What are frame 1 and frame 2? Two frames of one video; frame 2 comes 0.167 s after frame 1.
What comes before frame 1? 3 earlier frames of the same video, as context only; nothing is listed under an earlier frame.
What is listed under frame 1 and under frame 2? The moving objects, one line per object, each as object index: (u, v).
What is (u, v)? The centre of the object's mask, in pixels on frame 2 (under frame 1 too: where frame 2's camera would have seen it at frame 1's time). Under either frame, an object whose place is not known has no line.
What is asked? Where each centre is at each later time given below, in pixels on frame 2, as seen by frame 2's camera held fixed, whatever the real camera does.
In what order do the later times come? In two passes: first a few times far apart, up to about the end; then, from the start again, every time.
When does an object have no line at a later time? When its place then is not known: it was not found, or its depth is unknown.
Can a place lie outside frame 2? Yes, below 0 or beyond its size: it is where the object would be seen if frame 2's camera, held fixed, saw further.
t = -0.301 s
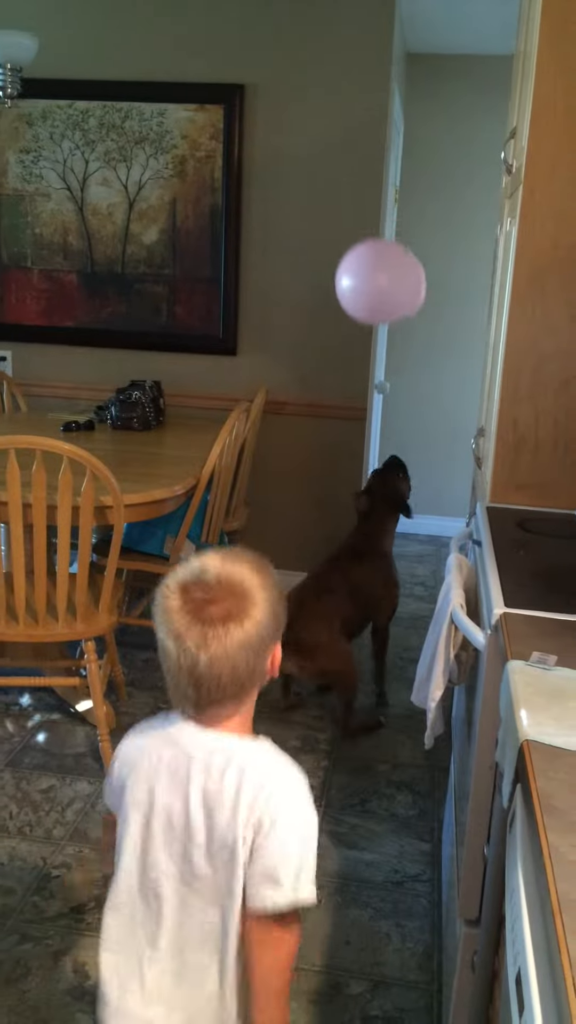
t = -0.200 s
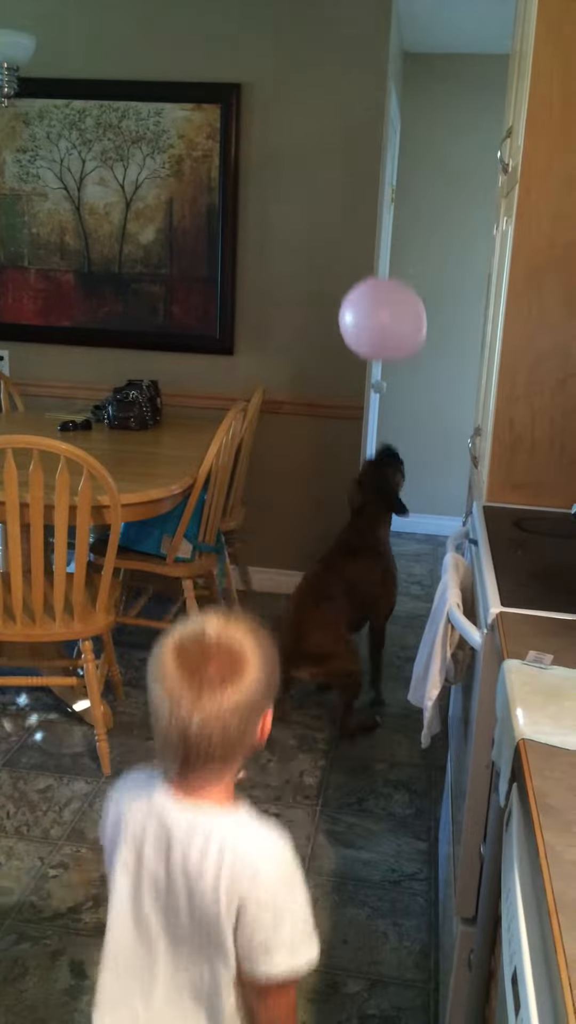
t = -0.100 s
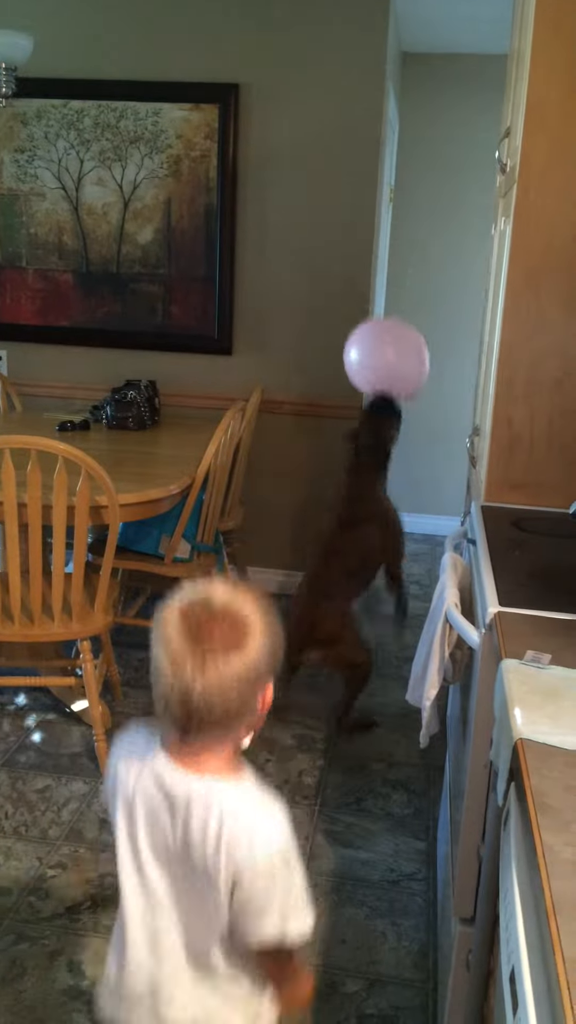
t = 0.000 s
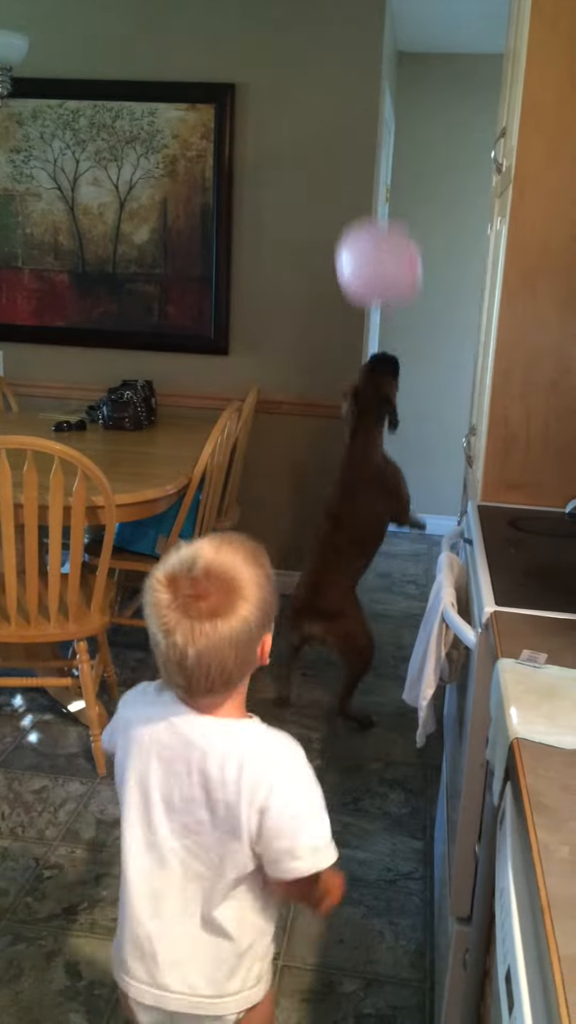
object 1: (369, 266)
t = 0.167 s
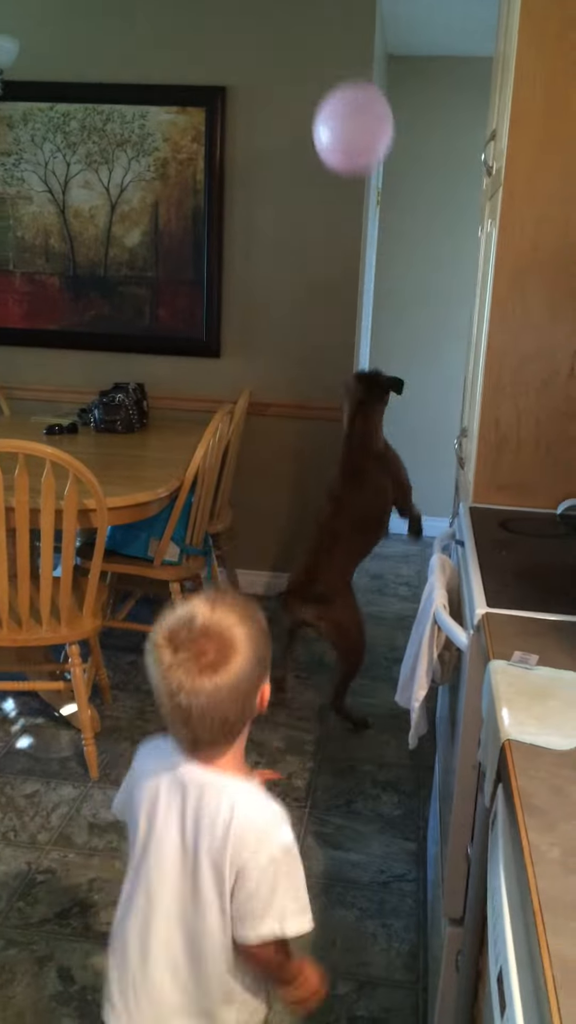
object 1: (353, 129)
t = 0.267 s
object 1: (340, 76)
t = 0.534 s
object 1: (297, 22)
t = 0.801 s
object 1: (279, 28)
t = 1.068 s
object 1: (277, 71)
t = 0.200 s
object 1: (349, 109)
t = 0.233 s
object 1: (345, 91)
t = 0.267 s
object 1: (340, 76)
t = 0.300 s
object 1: (334, 62)
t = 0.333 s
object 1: (329, 49)
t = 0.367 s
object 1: (323, 39)
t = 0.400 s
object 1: (317, 32)
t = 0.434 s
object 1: (311, 28)
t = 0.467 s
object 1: (306, 26)
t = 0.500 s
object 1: (301, 23)
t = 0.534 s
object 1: (297, 22)
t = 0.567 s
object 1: (293, 23)
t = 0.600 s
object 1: (290, 23)
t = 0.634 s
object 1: (287, 24)
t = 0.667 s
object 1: (285, 24)
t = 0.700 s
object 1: (283, 23)
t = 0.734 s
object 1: (281, 23)
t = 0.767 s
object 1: (280, 26)
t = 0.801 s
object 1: (279, 28)
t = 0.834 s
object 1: (278, 32)
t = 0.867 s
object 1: (278, 36)
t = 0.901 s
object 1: (277, 41)
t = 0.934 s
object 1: (277, 47)
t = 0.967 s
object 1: (277, 53)
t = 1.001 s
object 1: (277, 58)
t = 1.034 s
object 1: (277, 65)
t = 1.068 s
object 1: (277, 71)
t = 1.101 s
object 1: (277, 79)
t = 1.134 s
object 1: (277, 86)
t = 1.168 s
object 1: (277, 95)
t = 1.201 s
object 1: (277, 103)
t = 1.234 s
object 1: (277, 112)
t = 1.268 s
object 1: (277, 121)
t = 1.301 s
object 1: (277, 132)
